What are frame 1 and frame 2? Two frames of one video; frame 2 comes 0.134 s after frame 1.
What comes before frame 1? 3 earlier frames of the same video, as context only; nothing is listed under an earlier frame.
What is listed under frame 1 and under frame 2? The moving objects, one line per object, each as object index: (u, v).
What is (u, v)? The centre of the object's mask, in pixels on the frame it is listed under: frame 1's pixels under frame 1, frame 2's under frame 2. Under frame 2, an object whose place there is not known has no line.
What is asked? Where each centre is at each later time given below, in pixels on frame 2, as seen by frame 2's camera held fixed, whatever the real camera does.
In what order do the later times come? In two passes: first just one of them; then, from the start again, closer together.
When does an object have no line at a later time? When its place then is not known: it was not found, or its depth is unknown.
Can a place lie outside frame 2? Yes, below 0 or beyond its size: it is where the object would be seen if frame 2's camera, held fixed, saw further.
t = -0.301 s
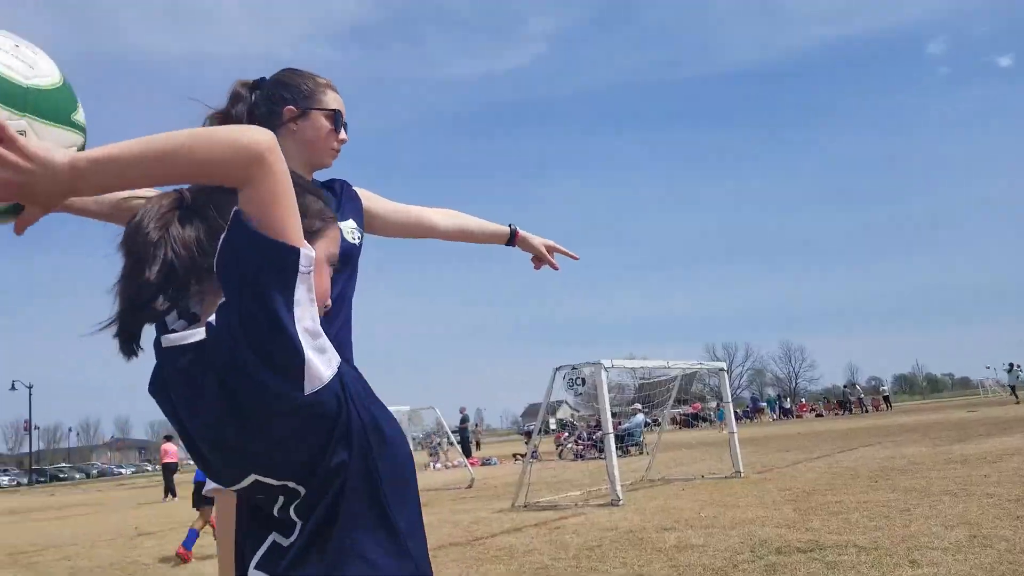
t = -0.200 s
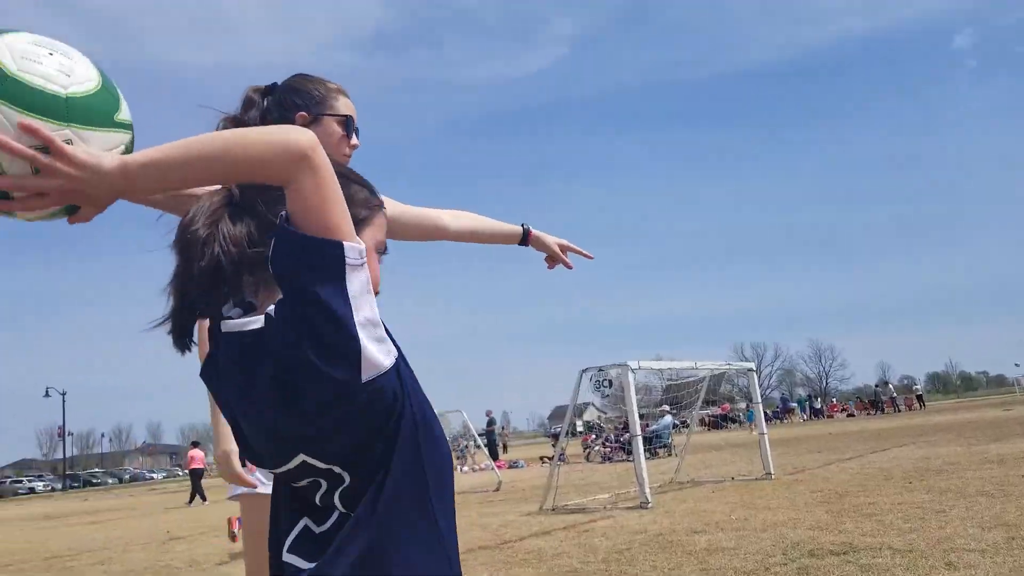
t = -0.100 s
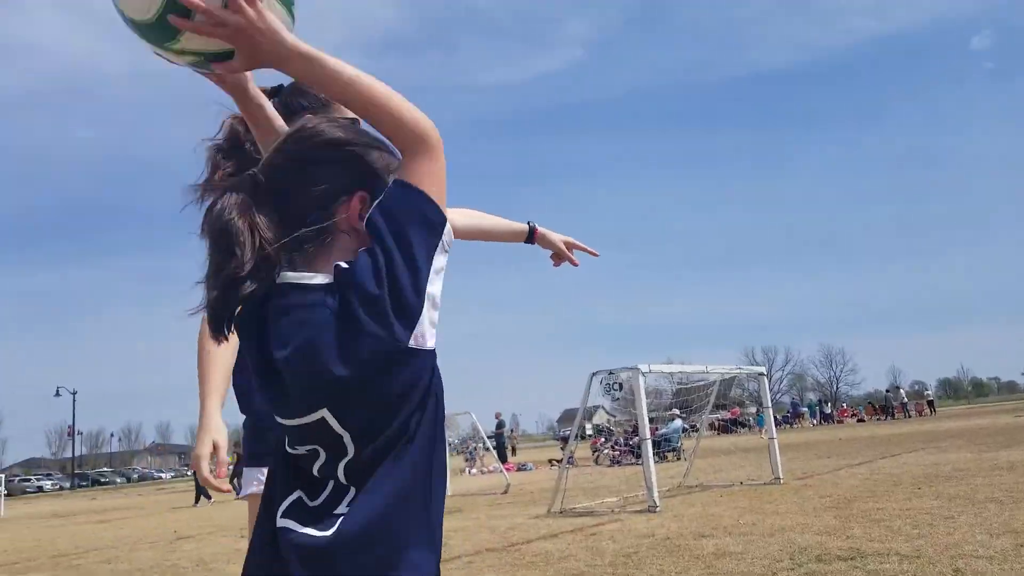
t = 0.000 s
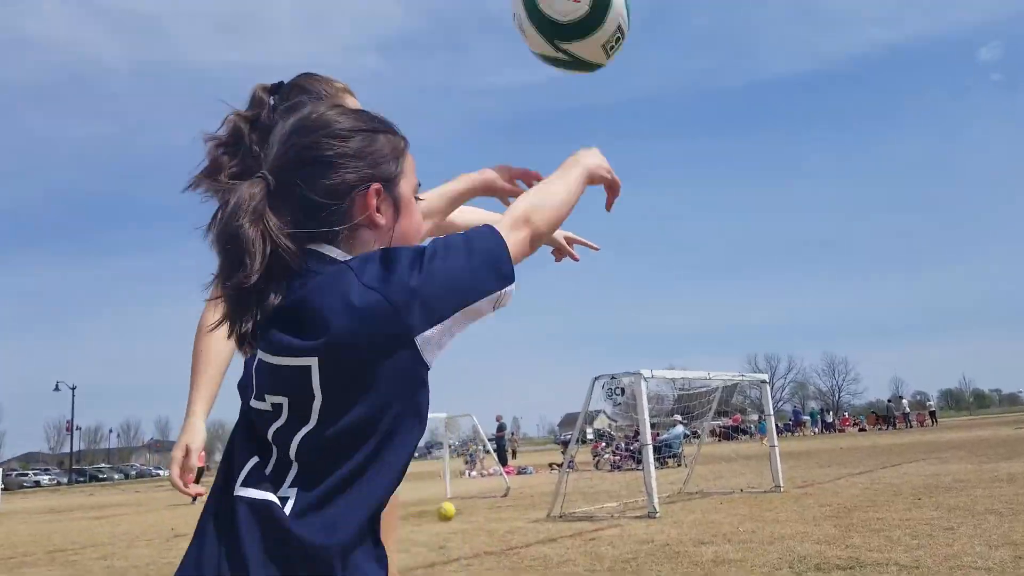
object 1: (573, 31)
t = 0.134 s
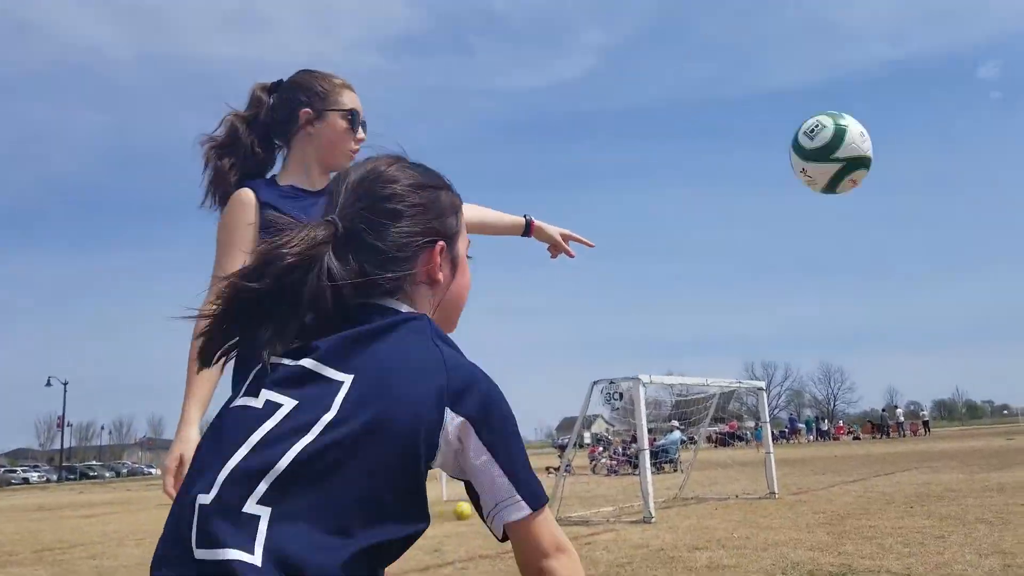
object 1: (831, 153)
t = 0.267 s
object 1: (958, 274)
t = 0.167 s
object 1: (870, 184)
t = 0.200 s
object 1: (902, 214)
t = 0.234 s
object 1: (932, 244)
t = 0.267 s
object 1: (958, 274)
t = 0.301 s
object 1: (982, 303)
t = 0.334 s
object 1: (1003, 332)
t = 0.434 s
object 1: (1046, 419)
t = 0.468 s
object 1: (1072, 448)
